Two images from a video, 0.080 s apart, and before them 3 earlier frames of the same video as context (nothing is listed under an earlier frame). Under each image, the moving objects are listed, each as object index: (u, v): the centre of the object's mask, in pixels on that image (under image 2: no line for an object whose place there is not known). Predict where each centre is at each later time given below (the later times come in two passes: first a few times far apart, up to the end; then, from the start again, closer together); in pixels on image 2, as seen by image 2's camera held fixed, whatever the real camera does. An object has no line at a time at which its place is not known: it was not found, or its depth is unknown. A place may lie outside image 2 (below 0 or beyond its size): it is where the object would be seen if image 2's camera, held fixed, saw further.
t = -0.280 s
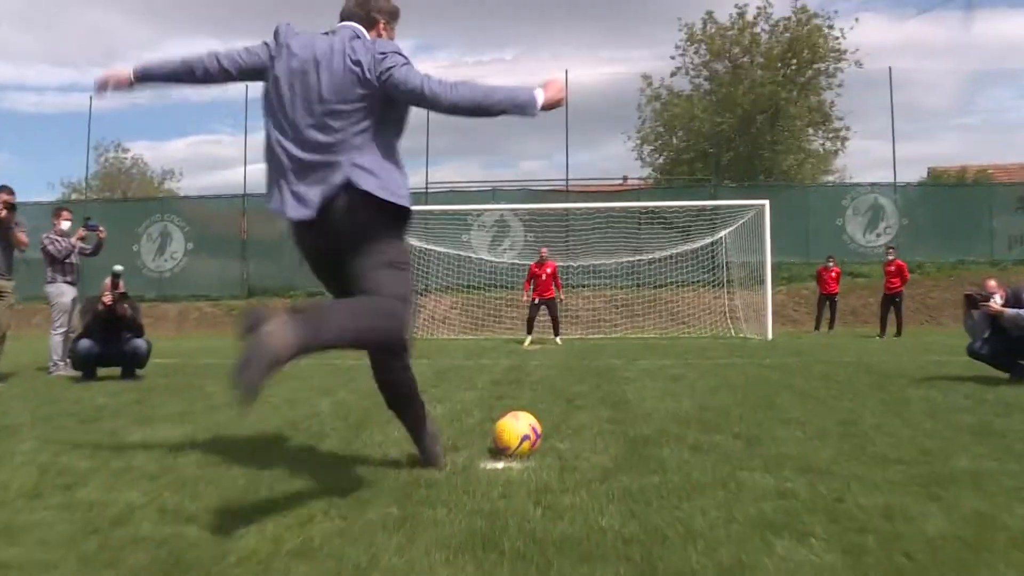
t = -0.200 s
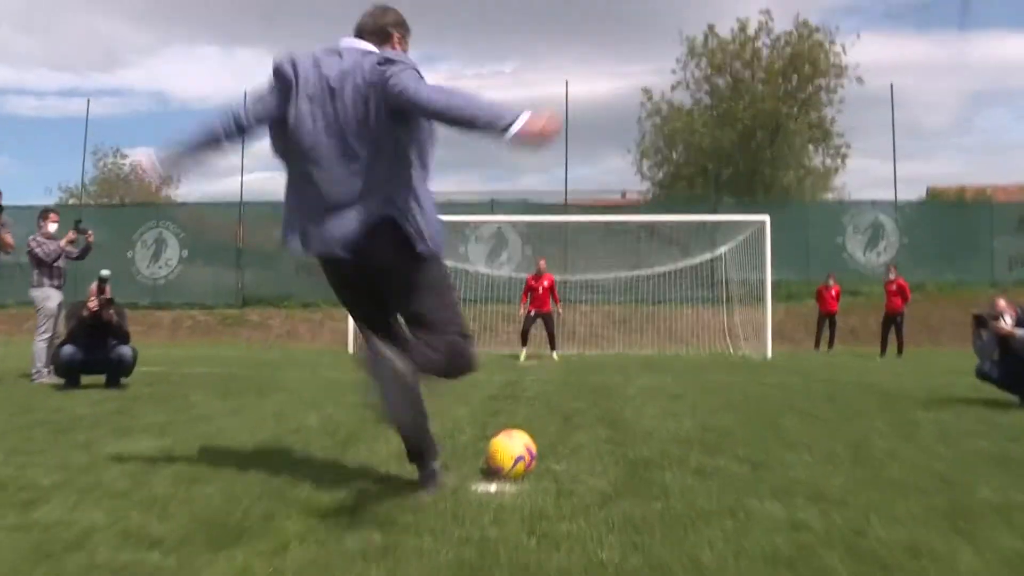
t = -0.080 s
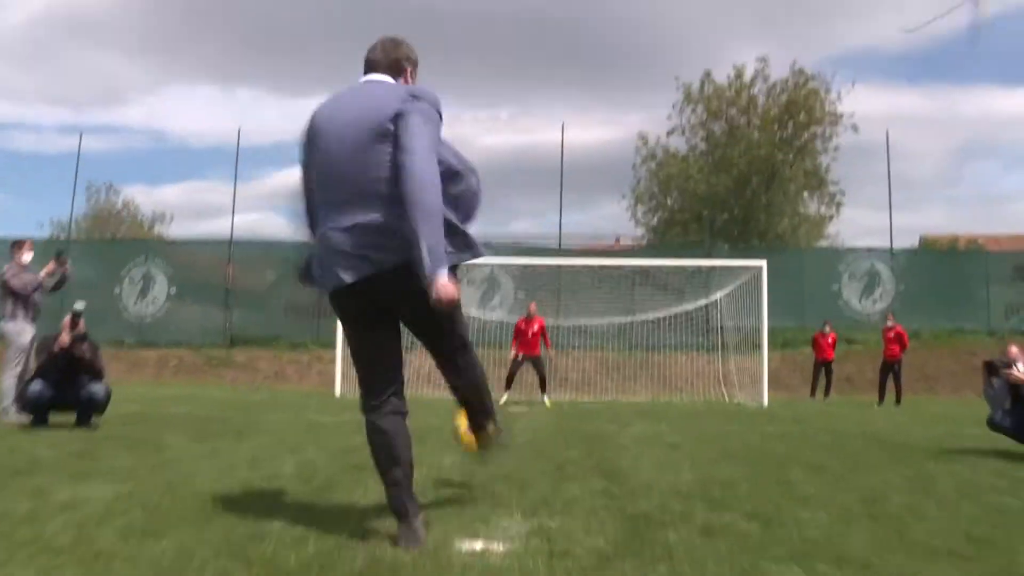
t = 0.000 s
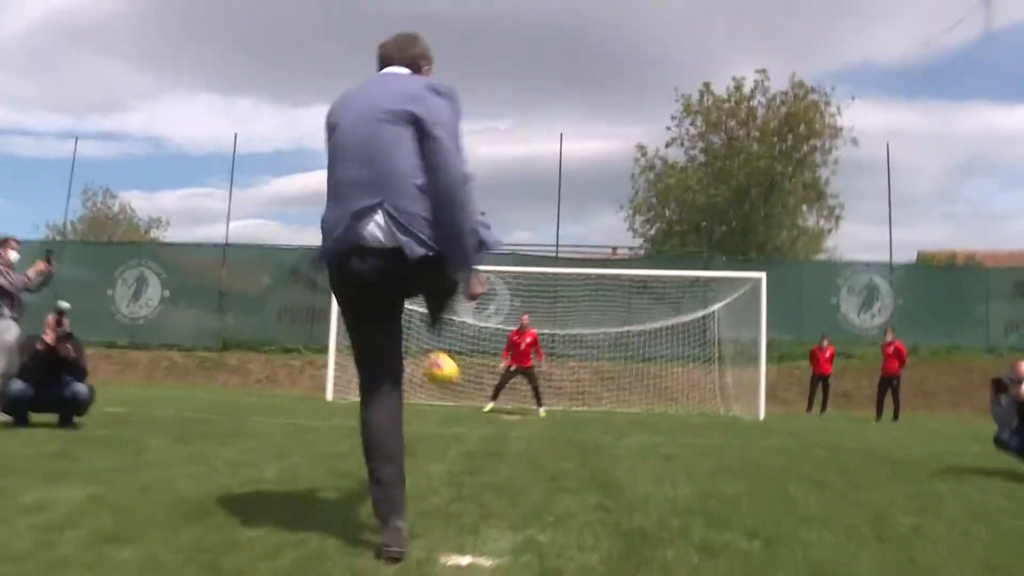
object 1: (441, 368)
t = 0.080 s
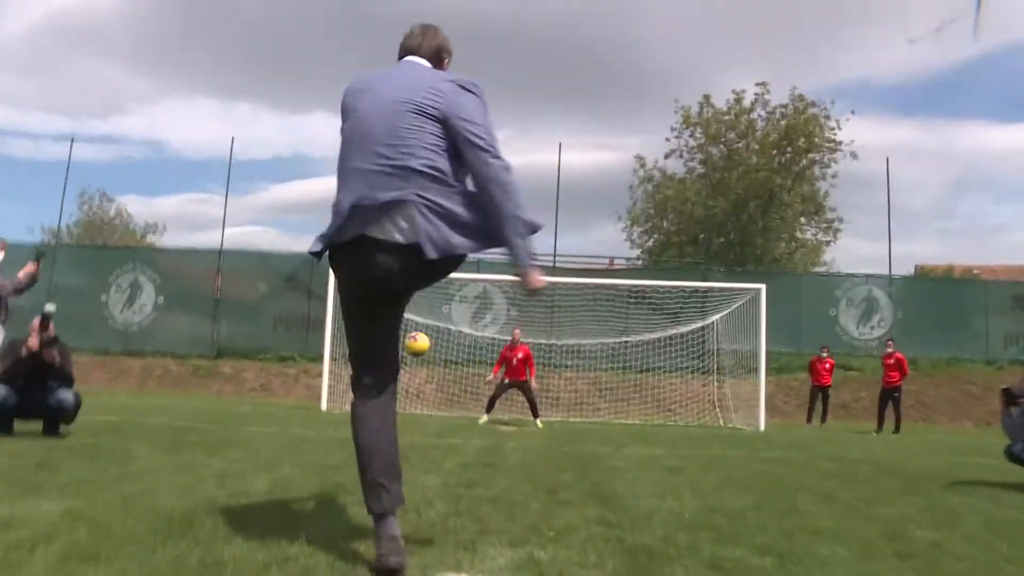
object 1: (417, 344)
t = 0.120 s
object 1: (412, 332)
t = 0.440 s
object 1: (363, 320)
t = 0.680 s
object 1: (356, 337)
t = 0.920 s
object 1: (412, 364)
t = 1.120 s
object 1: (450, 397)
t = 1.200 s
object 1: (459, 410)
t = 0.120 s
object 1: (412, 332)
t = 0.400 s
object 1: (368, 318)
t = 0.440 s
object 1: (363, 320)
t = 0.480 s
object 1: (360, 321)
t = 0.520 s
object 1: (356, 324)
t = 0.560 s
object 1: (351, 327)
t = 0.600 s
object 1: (349, 329)
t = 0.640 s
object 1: (350, 334)
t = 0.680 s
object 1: (356, 337)
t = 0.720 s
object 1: (364, 340)
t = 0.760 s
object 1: (374, 345)
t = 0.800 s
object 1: (383, 348)
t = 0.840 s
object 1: (393, 354)
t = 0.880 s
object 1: (403, 358)
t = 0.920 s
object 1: (412, 364)
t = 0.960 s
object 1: (421, 371)
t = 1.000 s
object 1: (430, 377)
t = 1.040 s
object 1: (438, 385)
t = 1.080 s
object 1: (444, 390)
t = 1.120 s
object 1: (450, 397)
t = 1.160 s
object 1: (454, 404)
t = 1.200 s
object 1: (459, 410)
